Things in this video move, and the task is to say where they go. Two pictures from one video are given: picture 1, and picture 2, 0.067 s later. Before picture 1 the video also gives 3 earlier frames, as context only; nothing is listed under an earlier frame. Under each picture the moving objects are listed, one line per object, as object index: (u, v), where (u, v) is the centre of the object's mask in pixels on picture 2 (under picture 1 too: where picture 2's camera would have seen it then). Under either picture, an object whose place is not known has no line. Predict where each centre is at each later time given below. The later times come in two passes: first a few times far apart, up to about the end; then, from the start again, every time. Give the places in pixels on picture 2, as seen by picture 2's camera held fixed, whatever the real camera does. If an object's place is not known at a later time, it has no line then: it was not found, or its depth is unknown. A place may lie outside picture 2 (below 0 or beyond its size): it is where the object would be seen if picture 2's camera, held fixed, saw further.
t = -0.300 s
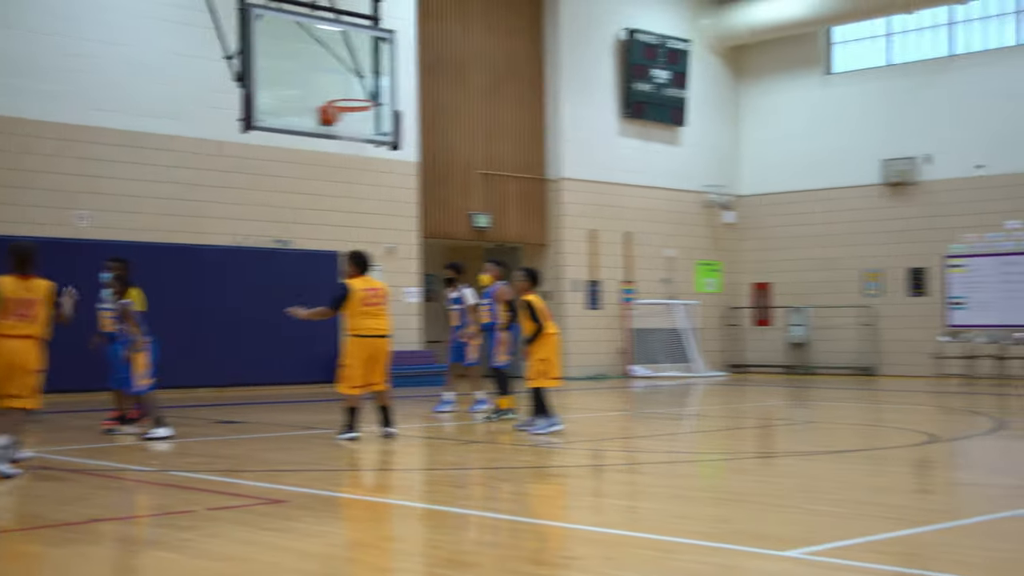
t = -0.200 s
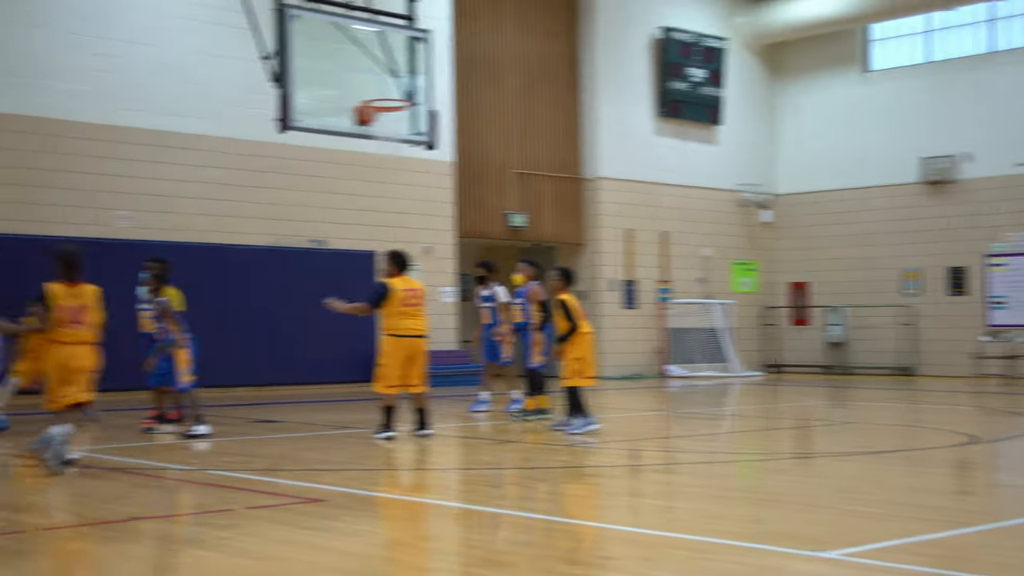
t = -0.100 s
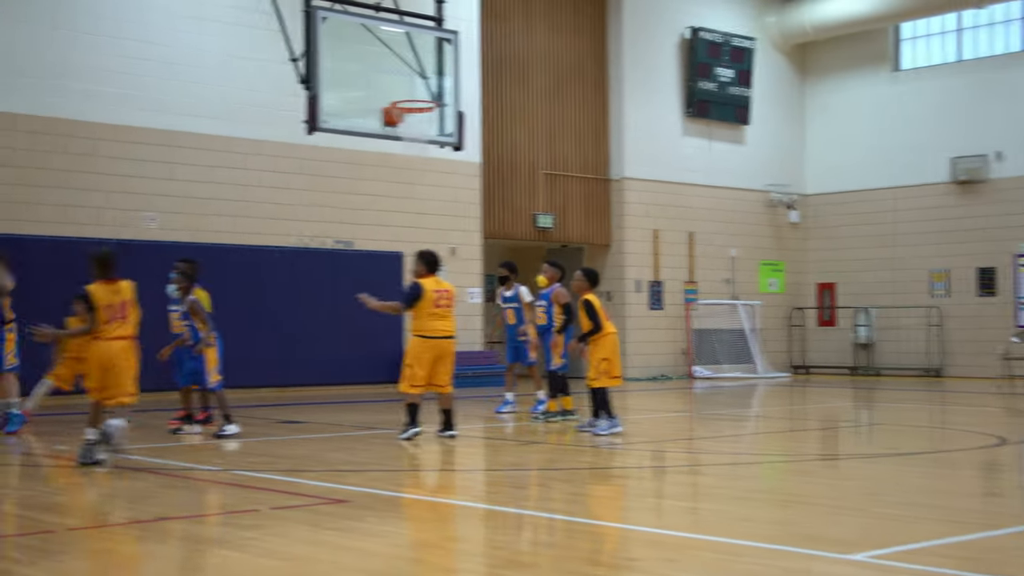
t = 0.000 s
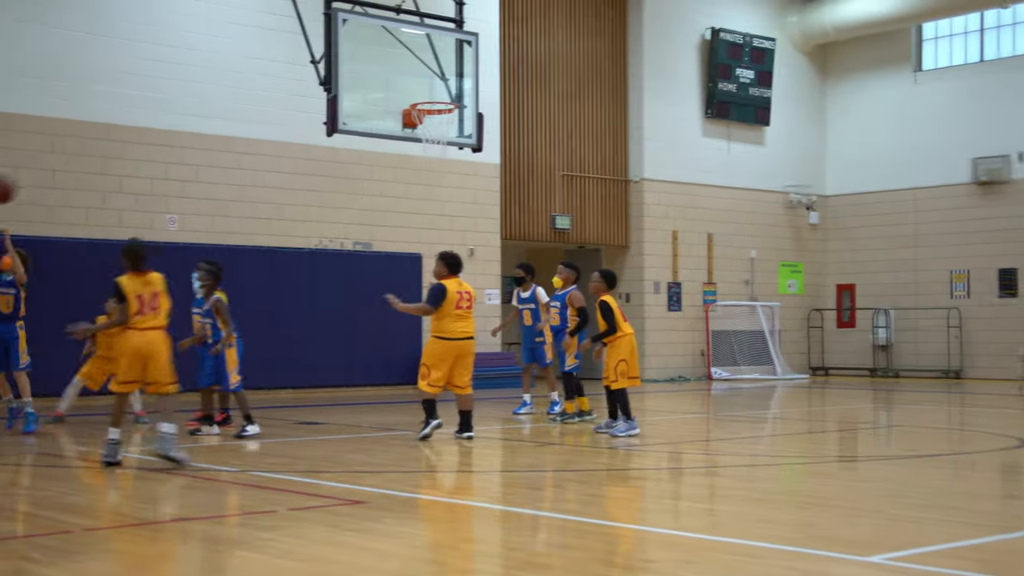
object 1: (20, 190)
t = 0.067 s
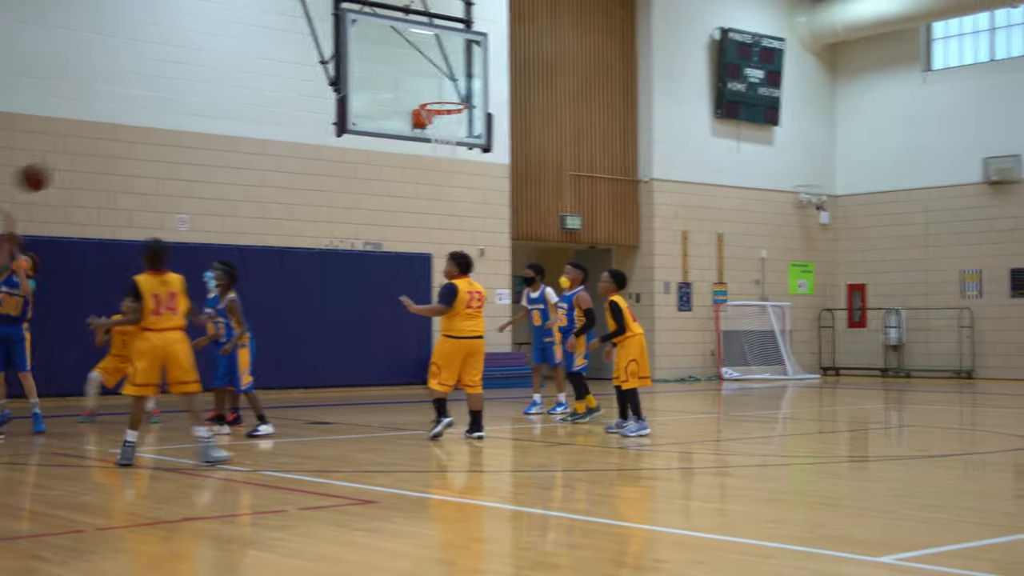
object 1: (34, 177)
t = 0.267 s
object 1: (102, 172)
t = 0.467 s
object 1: (172, 218)
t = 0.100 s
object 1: (45, 173)
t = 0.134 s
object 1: (58, 170)
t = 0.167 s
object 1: (70, 169)
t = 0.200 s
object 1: (79, 168)
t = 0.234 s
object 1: (91, 169)
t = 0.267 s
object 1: (102, 172)
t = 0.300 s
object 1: (114, 176)
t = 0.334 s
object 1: (126, 182)
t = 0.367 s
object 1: (138, 189)
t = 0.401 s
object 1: (149, 197)
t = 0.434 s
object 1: (161, 207)
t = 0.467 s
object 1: (172, 218)
